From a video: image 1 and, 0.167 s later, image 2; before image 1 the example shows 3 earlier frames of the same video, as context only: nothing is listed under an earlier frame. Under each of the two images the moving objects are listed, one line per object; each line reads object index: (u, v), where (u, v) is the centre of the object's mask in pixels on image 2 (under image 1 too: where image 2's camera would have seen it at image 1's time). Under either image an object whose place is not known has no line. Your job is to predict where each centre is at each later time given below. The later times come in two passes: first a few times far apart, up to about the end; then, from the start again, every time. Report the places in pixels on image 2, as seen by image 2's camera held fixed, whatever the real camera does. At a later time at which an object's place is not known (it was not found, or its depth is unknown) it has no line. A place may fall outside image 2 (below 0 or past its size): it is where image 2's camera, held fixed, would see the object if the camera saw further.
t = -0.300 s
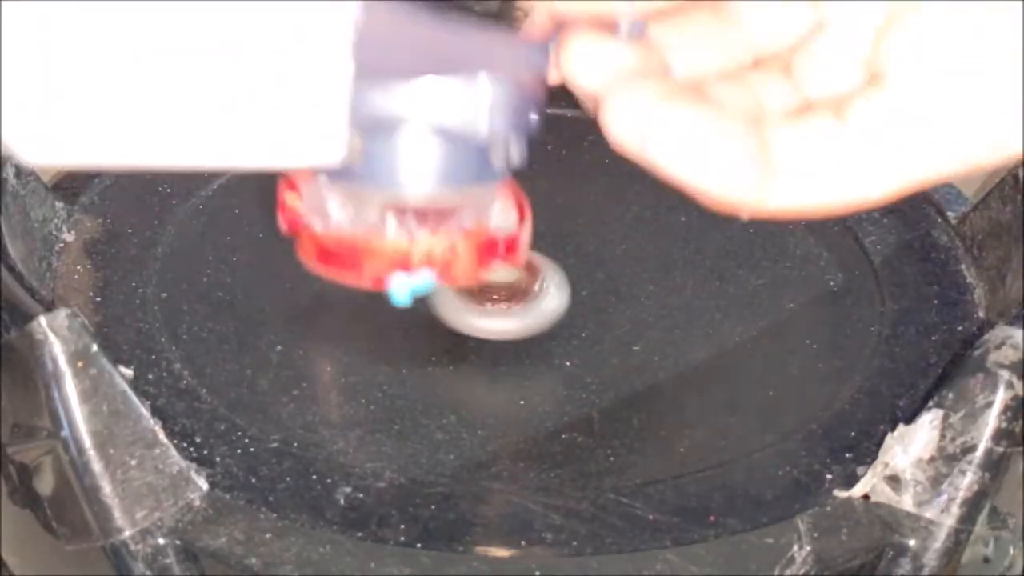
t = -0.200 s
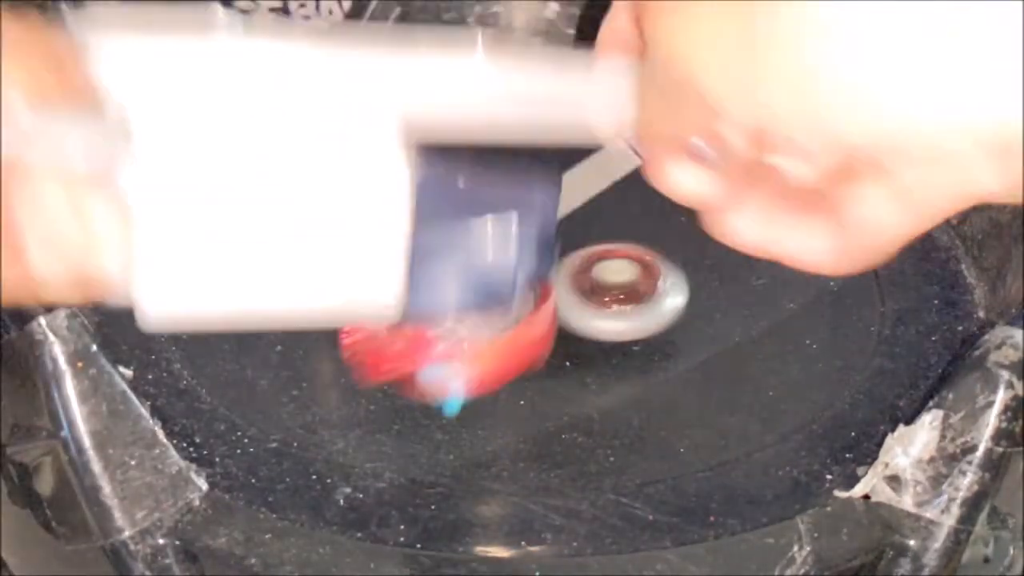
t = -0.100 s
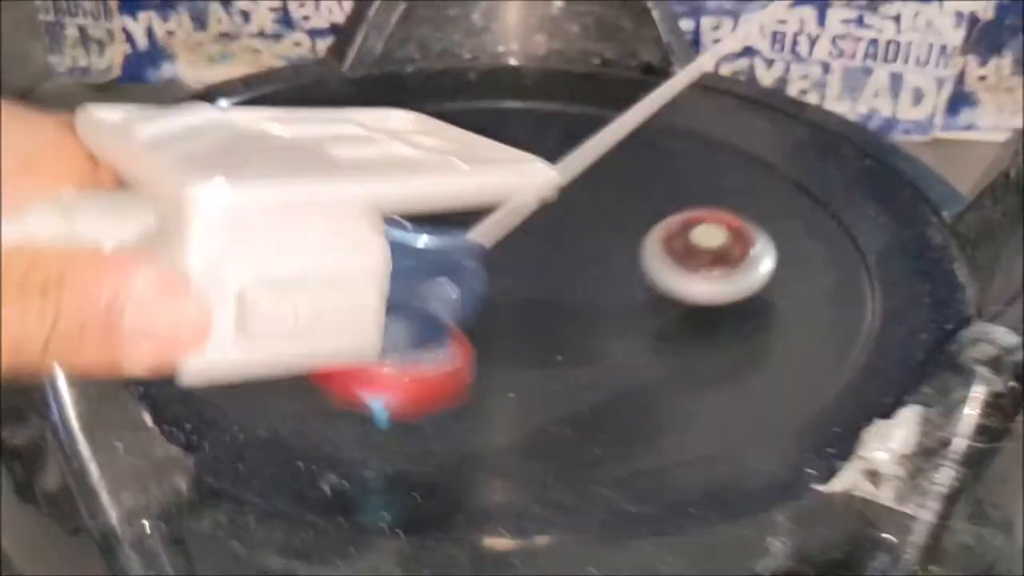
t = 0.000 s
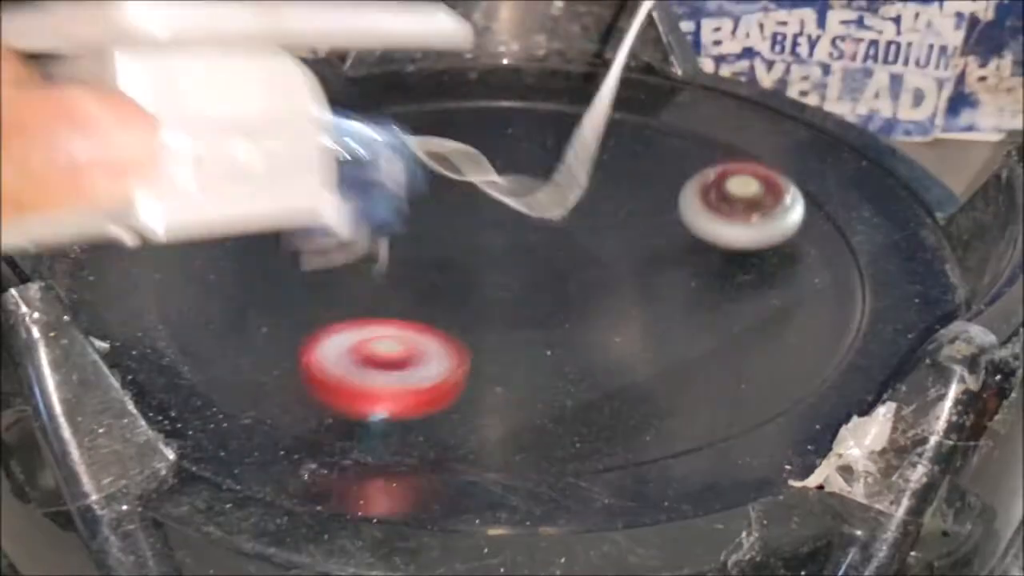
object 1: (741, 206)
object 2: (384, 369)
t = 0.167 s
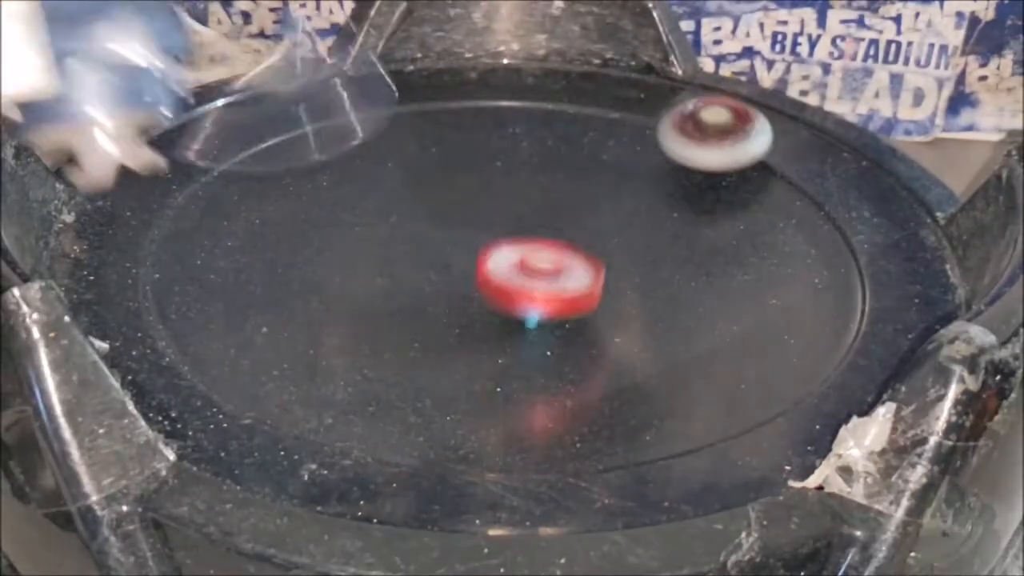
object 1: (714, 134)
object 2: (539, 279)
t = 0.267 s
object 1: (662, 109)
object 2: (529, 194)
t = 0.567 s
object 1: (451, 180)
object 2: (309, 110)
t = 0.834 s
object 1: (511, 324)
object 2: (194, 252)
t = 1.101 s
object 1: (772, 296)
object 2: (600, 274)
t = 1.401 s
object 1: (697, 186)
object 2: (533, 66)
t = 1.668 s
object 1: (460, 220)
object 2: (275, 78)
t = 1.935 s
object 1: (393, 333)
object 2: (214, 236)
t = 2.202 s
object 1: (609, 421)
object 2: (362, 269)
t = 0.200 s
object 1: (699, 123)
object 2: (545, 250)
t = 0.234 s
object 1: (681, 114)
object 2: (541, 221)
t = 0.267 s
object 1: (662, 109)
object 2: (529, 194)
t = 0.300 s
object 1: (640, 105)
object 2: (512, 169)
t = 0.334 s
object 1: (616, 106)
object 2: (491, 146)
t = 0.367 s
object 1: (590, 109)
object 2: (467, 127)
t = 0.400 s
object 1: (563, 114)
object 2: (440, 112)
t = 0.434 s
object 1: (536, 122)
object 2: (413, 100)
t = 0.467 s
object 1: (510, 133)
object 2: (384, 92)
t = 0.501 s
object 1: (487, 147)
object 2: (354, 86)
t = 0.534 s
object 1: (467, 162)
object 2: (329, 95)
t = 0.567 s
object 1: (451, 180)
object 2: (309, 110)
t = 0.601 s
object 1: (438, 198)
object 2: (290, 127)
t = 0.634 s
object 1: (430, 217)
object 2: (271, 143)
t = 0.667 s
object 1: (428, 237)
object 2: (254, 161)
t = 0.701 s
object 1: (433, 257)
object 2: (238, 179)
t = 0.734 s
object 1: (443, 277)
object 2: (223, 196)
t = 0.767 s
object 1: (459, 295)
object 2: (209, 214)
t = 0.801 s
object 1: (482, 311)
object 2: (198, 231)
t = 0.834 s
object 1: (511, 324)
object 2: (194, 252)
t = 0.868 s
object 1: (543, 333)
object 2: (207, 274)
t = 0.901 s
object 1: (578, 339)
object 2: (240, 295)
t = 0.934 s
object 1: (615, 339)
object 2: (293, 313)
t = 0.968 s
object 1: (652, 336)
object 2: (357, 325)
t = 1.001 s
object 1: (687, 330)
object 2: (428, 327)
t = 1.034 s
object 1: (719, 321)
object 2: (494, 318)
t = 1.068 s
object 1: (748, 309)
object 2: (553, 300)
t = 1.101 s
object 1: (772, 296)
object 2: (600, 274)
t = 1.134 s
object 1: (790, 282)
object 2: (633, 246)
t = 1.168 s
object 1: (802, 266)
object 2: (652, 214)
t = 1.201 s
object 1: (808, 250)
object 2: (660, 183)
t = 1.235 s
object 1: (806, 235)
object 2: (657, 154)
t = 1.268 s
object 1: (797, 221)
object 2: (645, 128)
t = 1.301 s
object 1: (780, 209)
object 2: (627, 105)
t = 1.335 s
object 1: (757, 198)
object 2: (601, 83)
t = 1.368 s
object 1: (728, 190)
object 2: (567, 70)
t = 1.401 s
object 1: (697, 186)
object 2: (533, 66)
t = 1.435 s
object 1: (664, 184)
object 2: (497, 62)
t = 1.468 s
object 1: (630, 184)
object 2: (462, 56)
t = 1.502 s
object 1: (595, 186)
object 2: (429, 62)
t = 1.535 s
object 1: (578, 189)
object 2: (412, 65)
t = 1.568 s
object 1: (545, 194)
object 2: (379, 69)
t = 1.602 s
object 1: (515, 201)
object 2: (346, 72)
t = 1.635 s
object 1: (486, 210)
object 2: (311, 74)
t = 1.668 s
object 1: (460, 220)
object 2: (275, 78)
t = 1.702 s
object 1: (436, 231)
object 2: (239, 84)
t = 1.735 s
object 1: (416, 245)
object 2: (208, 94)
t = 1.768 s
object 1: (399, 260)
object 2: (183, 110)
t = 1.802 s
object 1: (388, 276)
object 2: (167, 129)
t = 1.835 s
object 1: (381, 293)
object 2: (166, 155)
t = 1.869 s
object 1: (380, 309)
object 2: (176, 185)
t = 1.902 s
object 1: (387, 325)
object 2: (198, 218)
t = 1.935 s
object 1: (393, 333)
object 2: (214, 236)
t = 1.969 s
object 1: (400, 340)
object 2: (233, 251)
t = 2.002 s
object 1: (408, 347)
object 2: (256, 267)
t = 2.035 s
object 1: (419, 353)
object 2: (282, 282)
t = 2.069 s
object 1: (432, 360)
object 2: (311, 295)
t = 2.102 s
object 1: (451, 367)
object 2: (337, 304)
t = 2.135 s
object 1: (494, 387)
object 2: (349, 297)
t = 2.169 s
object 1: (549, 407)
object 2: (354, 282)
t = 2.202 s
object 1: (609, 421)
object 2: (362, 269)
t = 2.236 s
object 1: (669, 414)
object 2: (373, 256)
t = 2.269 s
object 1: (728, 410)
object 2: (385, 244)
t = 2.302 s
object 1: (783, 414)
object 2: (399, 233)
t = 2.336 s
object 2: (411, 222)
